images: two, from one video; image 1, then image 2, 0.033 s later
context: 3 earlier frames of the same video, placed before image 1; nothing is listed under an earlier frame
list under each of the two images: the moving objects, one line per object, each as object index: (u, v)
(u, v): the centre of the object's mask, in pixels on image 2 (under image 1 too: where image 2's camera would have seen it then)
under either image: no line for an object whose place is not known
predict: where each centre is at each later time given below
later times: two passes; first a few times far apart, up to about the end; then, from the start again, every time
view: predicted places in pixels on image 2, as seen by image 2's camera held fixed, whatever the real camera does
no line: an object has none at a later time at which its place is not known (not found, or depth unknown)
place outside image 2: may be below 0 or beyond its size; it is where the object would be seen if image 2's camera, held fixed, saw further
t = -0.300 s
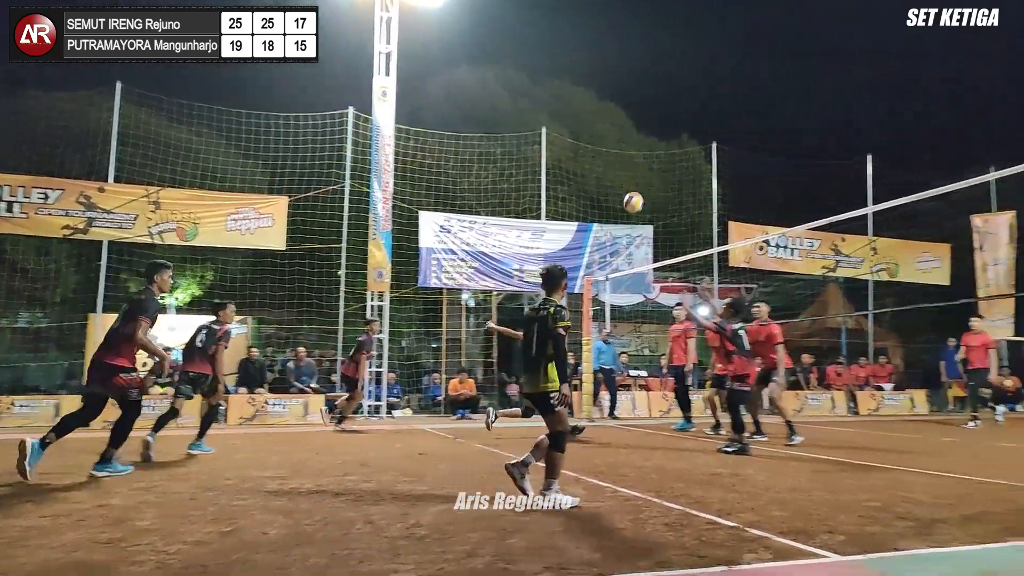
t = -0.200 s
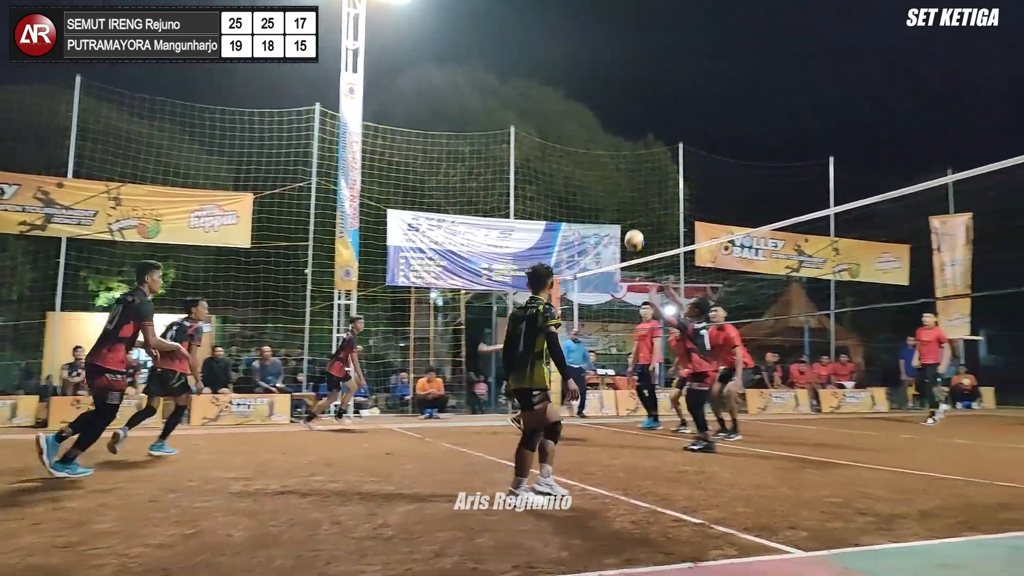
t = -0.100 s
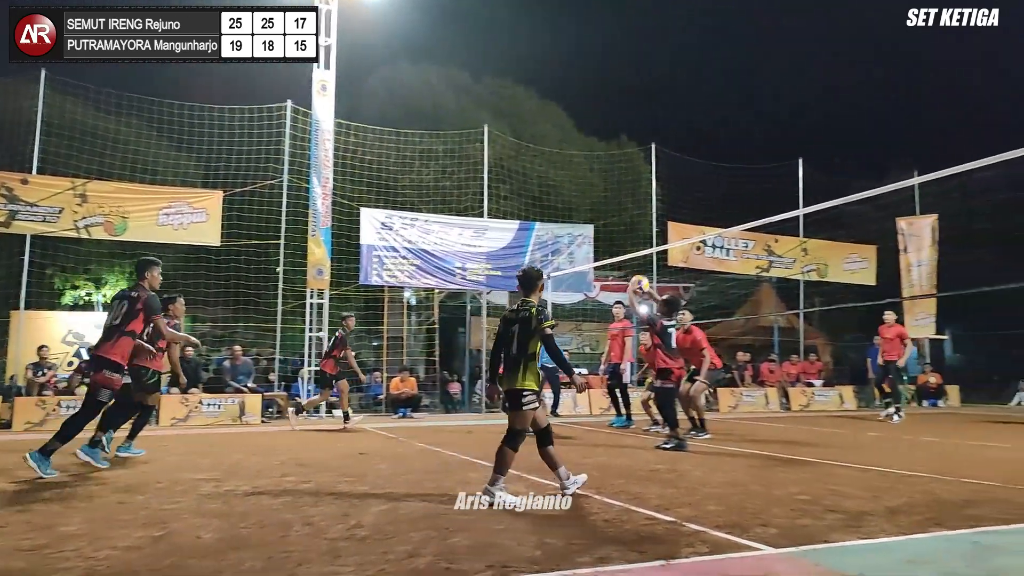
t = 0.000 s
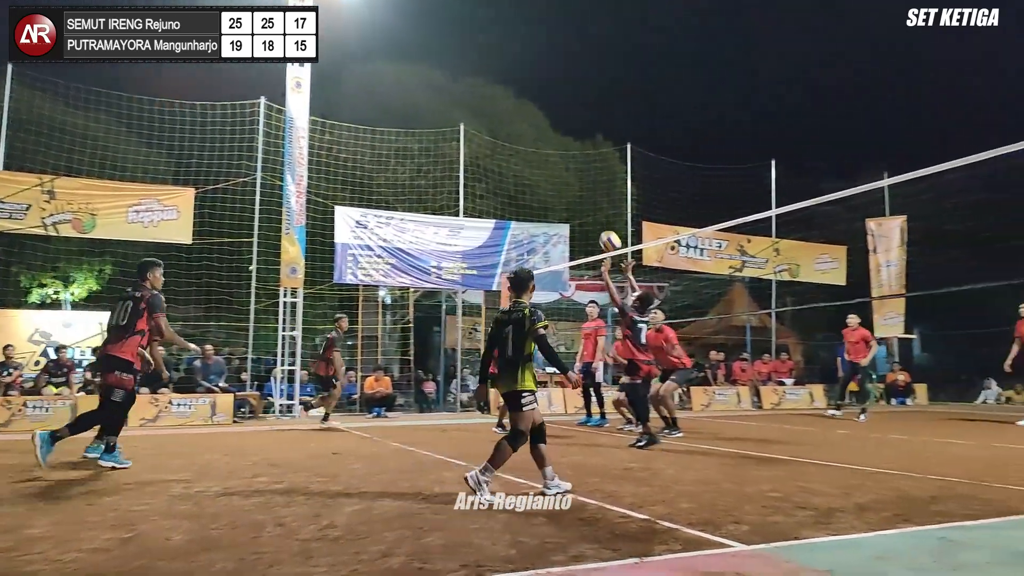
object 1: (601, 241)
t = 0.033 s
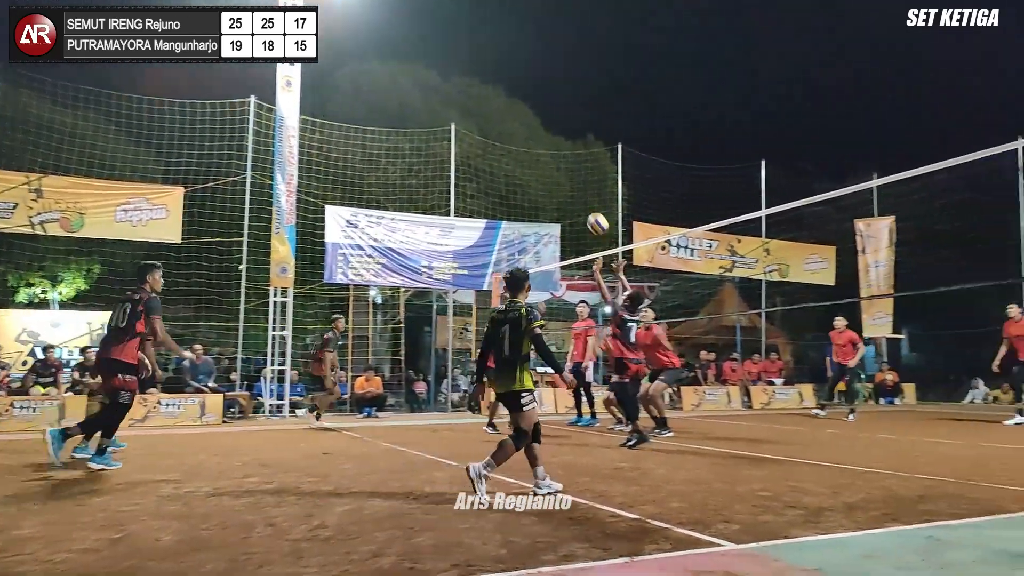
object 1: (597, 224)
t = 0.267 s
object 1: (573, 127)
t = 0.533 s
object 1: (549, 75)
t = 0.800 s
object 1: (526, 83)
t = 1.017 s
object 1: (509, 132)
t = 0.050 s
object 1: (595, 215)
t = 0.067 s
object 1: (593, 206)
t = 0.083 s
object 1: (592, 198)
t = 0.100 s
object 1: (590, 190)
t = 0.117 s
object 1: (589, 183)
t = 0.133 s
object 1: (587, 176)
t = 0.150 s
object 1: (585, 169)
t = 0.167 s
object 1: (583, 162)
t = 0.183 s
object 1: (581, 156)
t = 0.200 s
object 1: (579, 149)
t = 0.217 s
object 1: (578, 143)
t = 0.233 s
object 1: (576, 138)
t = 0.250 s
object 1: (575, 132)
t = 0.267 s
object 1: (573, 127)
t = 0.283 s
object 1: (572, 122)
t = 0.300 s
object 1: (570, 117)
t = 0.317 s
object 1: (569, 112)
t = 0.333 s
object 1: (567, 108)
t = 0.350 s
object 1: (566, 104)
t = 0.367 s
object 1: (564, 100)
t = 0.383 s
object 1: (563, 97)
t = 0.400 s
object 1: (561, 93)
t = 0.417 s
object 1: (560, 90)
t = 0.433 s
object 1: (558, 87)
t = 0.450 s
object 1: (556, 85)
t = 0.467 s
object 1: (555, 82)
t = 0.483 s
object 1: (554, 80)
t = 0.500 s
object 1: (552, 78)
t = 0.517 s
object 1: (551, 77)
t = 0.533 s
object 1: (549, 75)
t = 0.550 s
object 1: (548, 74)
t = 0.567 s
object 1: (546, 73)
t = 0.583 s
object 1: (545, 72)
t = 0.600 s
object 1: (543, 72)
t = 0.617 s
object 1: (542, 71)
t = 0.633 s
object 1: (540, 71)
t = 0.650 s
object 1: (539, 71)
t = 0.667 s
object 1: (538, 72)
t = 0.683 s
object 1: (536, 72)
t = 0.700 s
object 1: (535, 73)
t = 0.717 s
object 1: (533, 74)
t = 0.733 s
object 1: (532, 76)
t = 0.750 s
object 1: (531, 77)
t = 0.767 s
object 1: (529, 79)
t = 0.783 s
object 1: (528, 80)
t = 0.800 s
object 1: (526, 83)
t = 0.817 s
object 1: (525, 85)
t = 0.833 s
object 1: (524, 88)
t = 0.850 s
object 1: (522, 90)
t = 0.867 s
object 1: (521, 94)
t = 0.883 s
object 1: (519, 97)
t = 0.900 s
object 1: (518, 100)
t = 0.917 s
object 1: (517, 104)
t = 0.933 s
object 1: (516, 108)
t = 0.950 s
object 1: (514, 112)
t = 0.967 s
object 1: (513, 117)
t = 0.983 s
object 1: (512, 122)
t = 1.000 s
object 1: (510, 126)
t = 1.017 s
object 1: (509, 132)
